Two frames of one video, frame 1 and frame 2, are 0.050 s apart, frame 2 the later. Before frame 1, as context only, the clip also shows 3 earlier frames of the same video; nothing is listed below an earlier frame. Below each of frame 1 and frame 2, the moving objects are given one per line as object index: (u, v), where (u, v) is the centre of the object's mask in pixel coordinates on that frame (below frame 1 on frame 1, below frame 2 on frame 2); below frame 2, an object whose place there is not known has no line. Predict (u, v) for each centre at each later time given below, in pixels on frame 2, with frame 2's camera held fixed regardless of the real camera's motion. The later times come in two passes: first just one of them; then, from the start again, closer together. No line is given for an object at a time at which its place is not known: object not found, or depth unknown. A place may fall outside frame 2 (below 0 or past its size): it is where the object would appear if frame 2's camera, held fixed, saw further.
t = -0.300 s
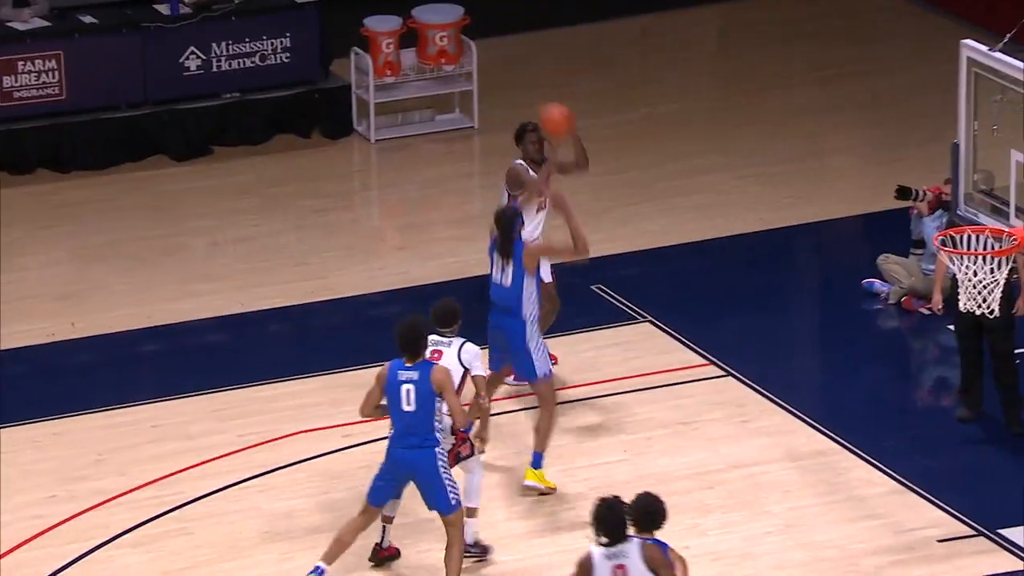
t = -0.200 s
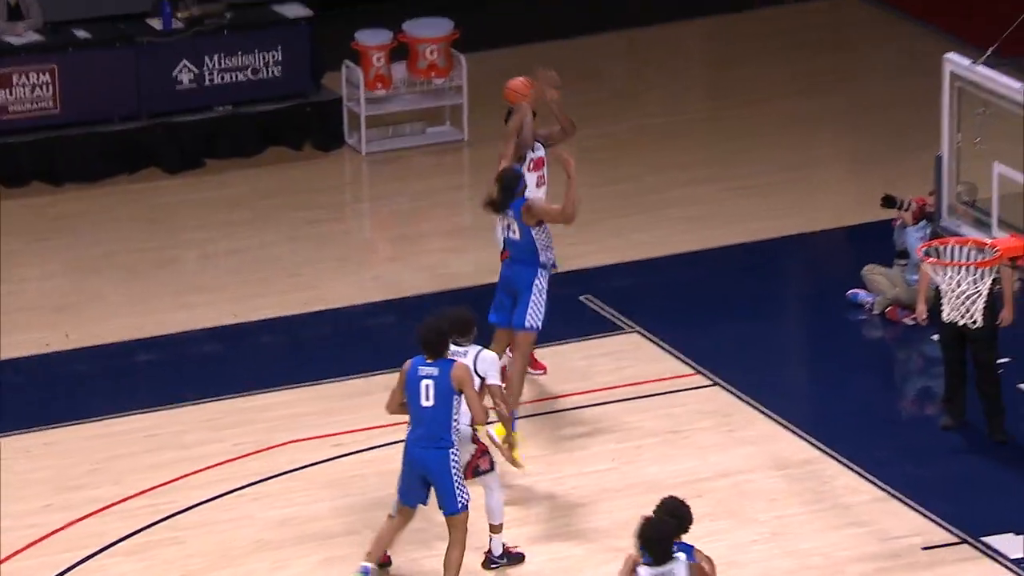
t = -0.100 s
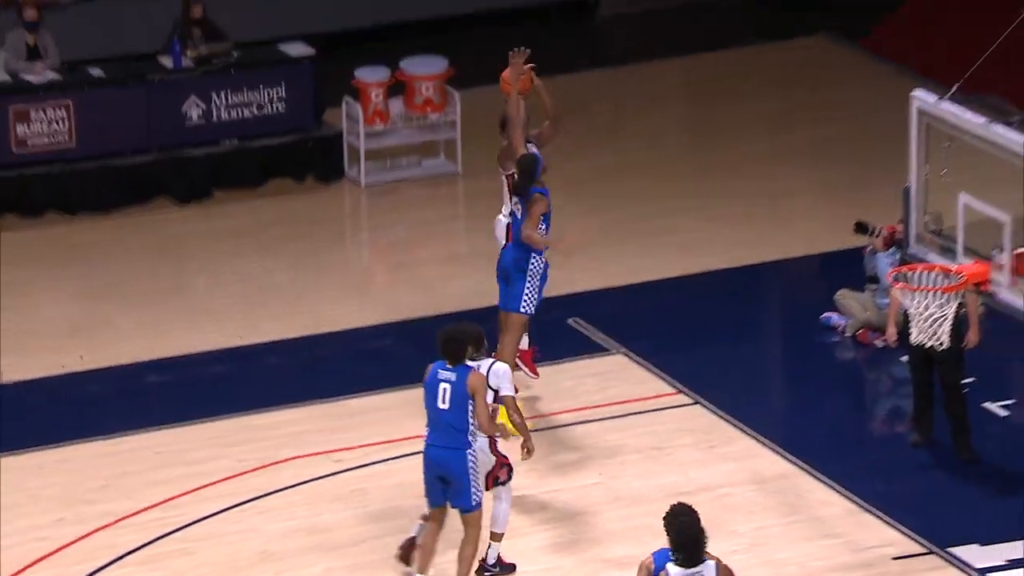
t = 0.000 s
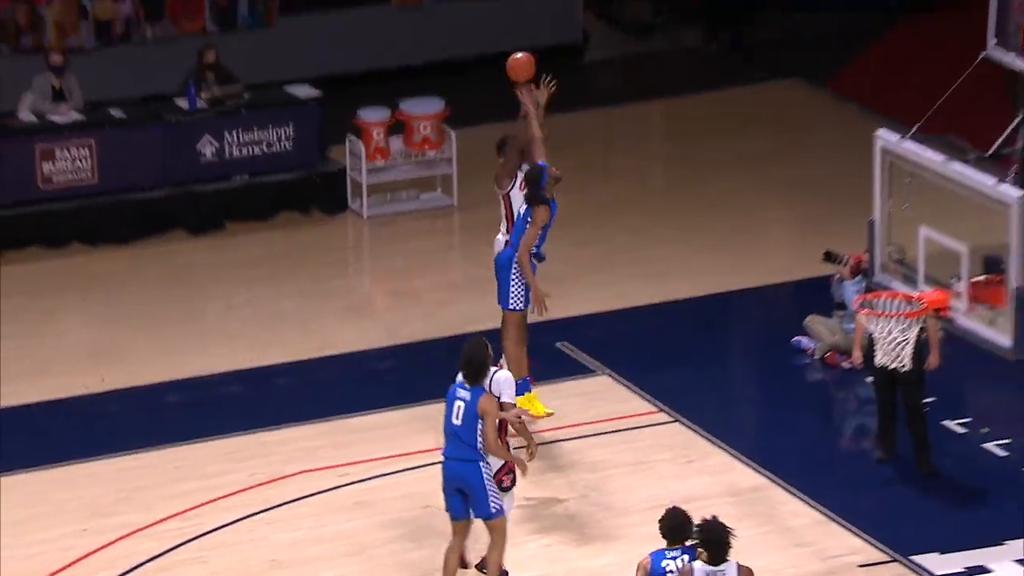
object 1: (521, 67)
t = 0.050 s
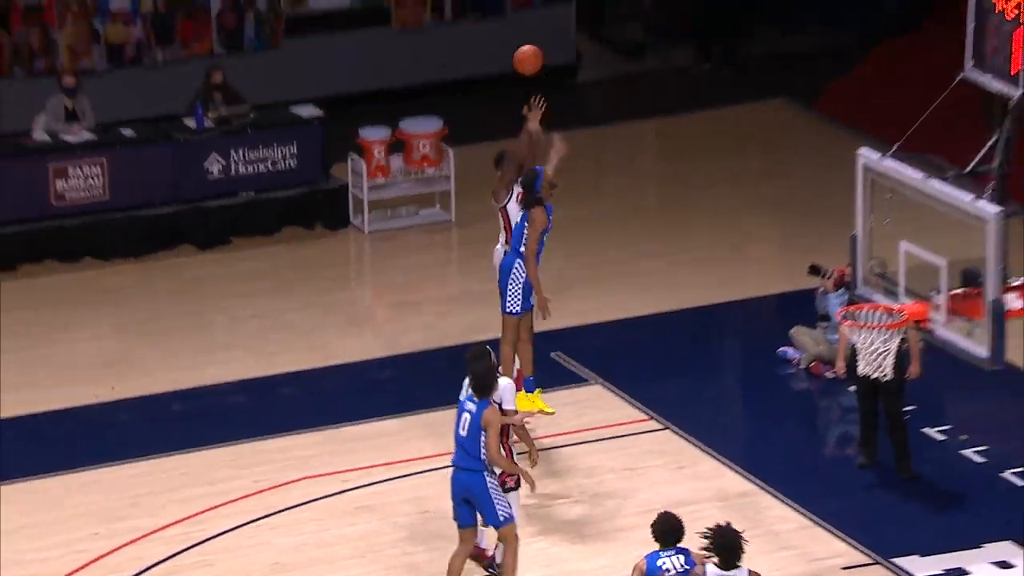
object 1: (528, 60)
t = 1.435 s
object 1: (887, 380)
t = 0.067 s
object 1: (532, 51)
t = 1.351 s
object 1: (877, 351)
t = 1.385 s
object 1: (883, 368)
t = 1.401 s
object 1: (884, 372)
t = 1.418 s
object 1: (885, 376)
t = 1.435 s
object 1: (887, 380)
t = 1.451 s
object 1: (888, 385)
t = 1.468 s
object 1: (889, 390)
